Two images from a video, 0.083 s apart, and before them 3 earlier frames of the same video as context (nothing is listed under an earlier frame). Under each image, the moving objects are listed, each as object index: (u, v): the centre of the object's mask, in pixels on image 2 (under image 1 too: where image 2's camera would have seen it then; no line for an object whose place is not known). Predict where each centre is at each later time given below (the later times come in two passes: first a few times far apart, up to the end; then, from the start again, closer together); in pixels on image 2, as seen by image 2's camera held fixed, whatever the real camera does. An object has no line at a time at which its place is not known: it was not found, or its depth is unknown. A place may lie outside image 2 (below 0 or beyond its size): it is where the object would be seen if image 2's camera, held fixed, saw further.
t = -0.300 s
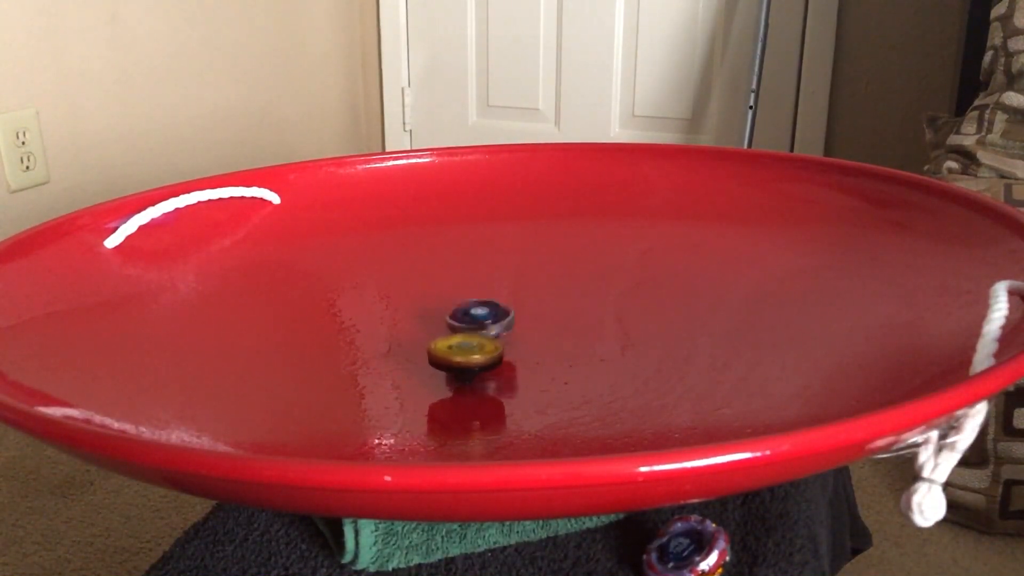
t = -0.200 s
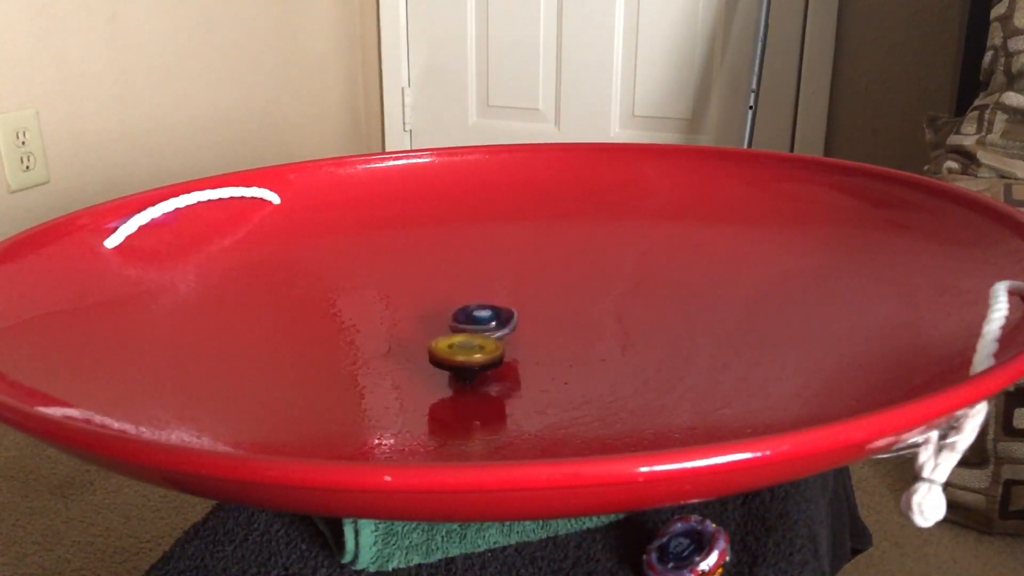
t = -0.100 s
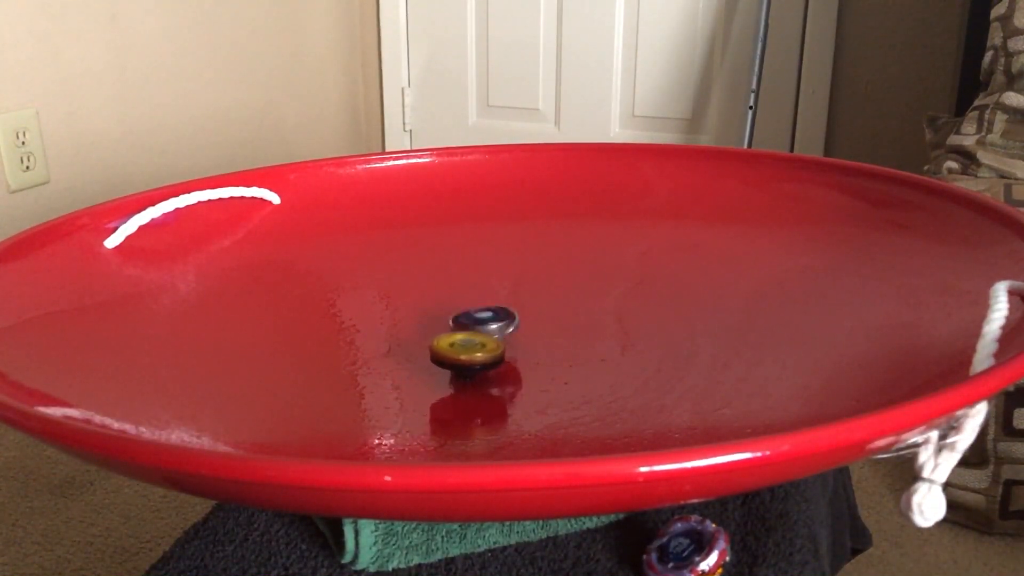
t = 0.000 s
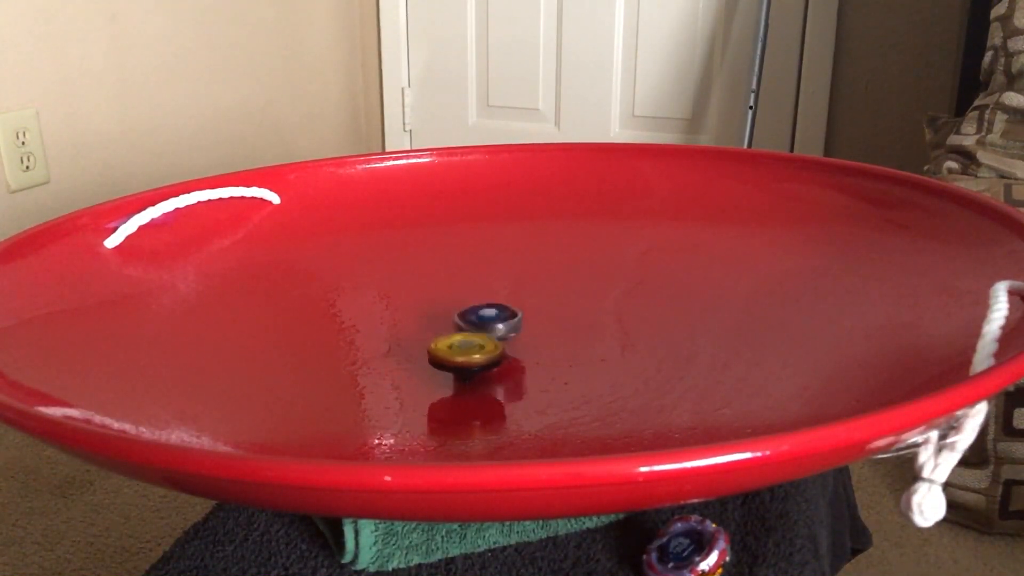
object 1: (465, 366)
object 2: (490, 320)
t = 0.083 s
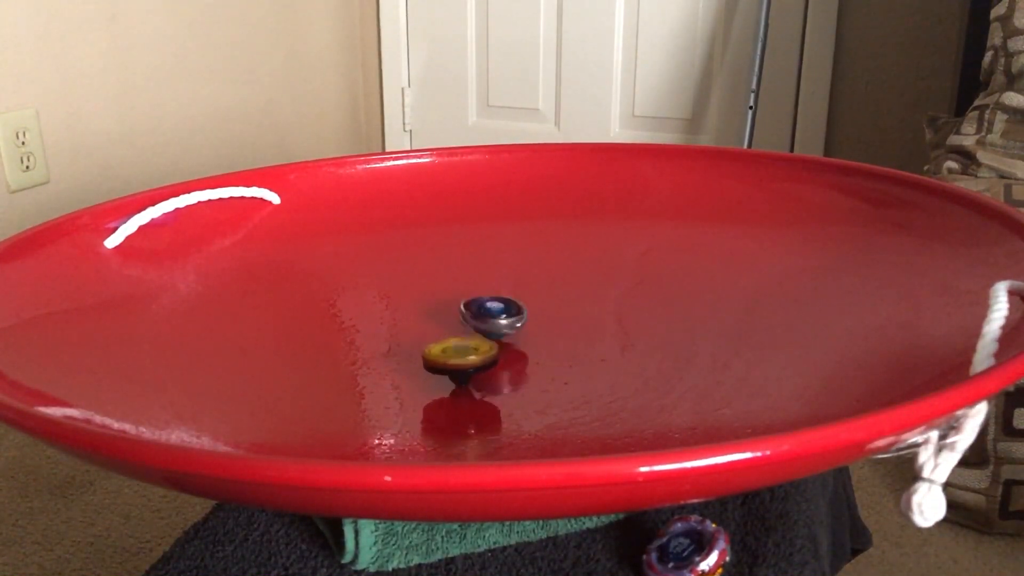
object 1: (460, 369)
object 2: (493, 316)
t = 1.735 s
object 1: (487, 362)
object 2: (454, 322)
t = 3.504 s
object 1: (520, 345)
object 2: (460, 322)
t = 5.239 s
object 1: (529, 329)
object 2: (453, 322)
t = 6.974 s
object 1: (507, 325)
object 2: (452, 328)
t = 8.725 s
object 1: (510, 331)
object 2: (414, 331)
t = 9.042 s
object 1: (498, 330)
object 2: (407, 331)
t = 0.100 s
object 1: (460, 369)
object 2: (493, 315)
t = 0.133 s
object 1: (459, 369)
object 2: (493, 312)
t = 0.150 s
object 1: (459, 369)
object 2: (493, 312)
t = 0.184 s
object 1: (459, 369)
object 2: (493, 309)
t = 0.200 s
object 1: (460, 369)
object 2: (492, 308)
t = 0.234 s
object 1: (459, 369)
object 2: (489, 307)
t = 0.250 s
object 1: (459, 367)
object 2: (488, 306)
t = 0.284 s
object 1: (459, 368)
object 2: (485, 304)
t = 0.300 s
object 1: (459, 367)
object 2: (483, 304)
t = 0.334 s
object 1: (459, 367)
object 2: (478, 302)
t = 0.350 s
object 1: (459, 367)
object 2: (475, 302)
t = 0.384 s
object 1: (458, 366)
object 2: (471, 303)
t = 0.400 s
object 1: (458, 366)
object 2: (468, 302)
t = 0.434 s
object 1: (459, 366)
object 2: (463, 303)
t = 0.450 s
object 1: (459, 366)
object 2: (461, 304)
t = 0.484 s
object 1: (459, 363)
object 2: (457, 305)
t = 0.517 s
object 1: (461, 364)
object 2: (454, 306)
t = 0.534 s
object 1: (462, 364)
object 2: (453, 307)
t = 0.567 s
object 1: (463, 362)
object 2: (451, 308)
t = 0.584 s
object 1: (463, 363)
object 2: (451, 309)
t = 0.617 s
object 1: (463, 362)
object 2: (450, 311)
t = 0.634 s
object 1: (465, 361)
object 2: (451, 311)
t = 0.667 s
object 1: (466, 361)
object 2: (451, 312)
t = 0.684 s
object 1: (468, 360)
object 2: (453, 312)
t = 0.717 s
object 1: (468, 359)
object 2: (454, 313)
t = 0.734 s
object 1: (470, 359)
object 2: (456, 314)
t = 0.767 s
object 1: (472, 360)
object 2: (457, 314)
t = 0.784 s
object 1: (473, 361)
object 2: (460, 313)
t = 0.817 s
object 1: (474, 364)
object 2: (465, 314)
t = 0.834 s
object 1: (478, 365)
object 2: (466, 314)
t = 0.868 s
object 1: (478, 366)
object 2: (471, 315)
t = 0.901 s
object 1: (480, 366)
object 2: (474, 313)
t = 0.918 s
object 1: (481, 366)
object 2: (475, 314)
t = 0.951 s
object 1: (483, 366)
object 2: (478, 314)
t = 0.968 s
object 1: (484, 366)
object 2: (479, 313)
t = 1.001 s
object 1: (486, 367)
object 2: (480, 313)
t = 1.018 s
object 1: (486, 366)
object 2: (480, 313)
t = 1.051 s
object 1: (488, 366)
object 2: (481, 312)
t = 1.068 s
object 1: (489, 367)
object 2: (480, 312)
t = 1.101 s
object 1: (490, 366)
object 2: (479, 312)
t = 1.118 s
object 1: (491, 367)
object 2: (480, 312)
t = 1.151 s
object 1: (492, 367)
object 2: (478, 312)
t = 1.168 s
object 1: (493, 367)
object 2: (478, 312)
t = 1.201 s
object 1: (493, 367)
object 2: (476, 311)
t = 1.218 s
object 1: (493, 368)
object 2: (474, 312)
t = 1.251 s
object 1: (493, 368)
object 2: (473, 312)
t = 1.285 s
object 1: (493, 368)
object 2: (471, 312)
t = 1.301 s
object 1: (493, 369)
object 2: (471, 312)
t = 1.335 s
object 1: (493, 368)
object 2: (467, 313)
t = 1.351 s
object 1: (492, 368)
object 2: (466, 313)
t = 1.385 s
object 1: (491, 368)
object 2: (464, 314)
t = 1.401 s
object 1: (492, 368)
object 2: (463, 315)
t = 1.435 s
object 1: (492, 368)
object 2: (462, 315)
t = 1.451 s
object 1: (491, 367)
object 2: (461, 316)
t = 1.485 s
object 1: (490, 367)
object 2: (459, 317)
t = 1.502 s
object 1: (490, 367)
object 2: (457, 317)
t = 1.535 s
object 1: (490, 366)
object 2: (456, 318)
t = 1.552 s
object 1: (489, 366)
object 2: (456, 318)
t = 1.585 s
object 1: (487, 366)
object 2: (454, 319)
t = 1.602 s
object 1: (487, 365)
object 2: (454, 319)
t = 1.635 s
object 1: (486, 364)
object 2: (453, 321)
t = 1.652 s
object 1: (487, 364)
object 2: (453, 321)
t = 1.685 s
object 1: (487, 363)
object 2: (453, 322)
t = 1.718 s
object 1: (487, 362)
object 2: (454, 322)
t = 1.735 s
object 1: (487, 362)
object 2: (454, 322)
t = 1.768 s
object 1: (487, 362)
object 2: (454, 323)
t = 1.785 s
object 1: (491, 364)
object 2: (455, 322)
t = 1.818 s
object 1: (493, 364)
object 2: (455, 322)
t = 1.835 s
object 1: (493, 364)
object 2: (456, 321)
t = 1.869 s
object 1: (495, 364)
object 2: (455, 321)
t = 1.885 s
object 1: (495, 364)
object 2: (454, 320)
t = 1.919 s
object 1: (496, 364)
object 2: (451, 320)
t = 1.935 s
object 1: (497, 363)
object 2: (452, 320)
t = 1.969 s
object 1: (500, 363)
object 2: (449, 321)
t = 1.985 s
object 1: (501, 362)
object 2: (448, 320)
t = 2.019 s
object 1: (503, 362)
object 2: (447, 320)
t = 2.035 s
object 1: (504, 361)
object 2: (445, 320)
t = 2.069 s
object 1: (504, 360)
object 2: (445, 321)
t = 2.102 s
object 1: (505, 360)
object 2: (443, 322)
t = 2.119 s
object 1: (506, 360)
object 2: (443, 321)
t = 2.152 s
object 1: (508, 359)
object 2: (442, 322)
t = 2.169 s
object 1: (508, 359)
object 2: (441, 323)
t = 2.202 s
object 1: (510, 358)
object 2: (441, 323)
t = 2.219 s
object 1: (511, 358)
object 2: (440, 323)
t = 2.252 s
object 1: (512, 357)
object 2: (441, 325)
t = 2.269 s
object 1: (513, 356)
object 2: (441, 325)
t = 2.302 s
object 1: (514, 356)
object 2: (442, 326)
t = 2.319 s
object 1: (515, 355)
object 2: (444, 327)
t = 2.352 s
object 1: (517, 355)
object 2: (445, 327)
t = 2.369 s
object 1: (517, 355)
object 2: (447, 327)
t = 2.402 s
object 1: (517, 355)
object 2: (449, 328)
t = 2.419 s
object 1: (518, 354)
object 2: (451, 329)
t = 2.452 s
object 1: (520, 353)
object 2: (453, 328)
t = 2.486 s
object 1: (521, 353)
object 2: (456, 328)
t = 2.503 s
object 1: (521, 352)
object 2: (456, 328)
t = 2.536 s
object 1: (523, 352)
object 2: (457, 328)
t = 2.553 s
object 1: (523, 352)
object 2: (458, 327)
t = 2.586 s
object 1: (523, 351)
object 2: (460, 327)
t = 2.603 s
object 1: (524, 352)
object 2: (461, 327)
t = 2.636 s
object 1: (525, 351)
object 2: (462, 328)
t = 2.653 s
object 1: (529, 352)
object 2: (462, 327)
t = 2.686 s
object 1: (533, 353)
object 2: (460, 326)
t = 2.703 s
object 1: (534, 353)
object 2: (460, 325)
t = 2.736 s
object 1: (535, 354)
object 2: (460, 324)
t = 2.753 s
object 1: (536, 353)
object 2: (460, 324)
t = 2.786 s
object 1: (537, 353)
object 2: (461, 323)
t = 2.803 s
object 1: (538, 353)
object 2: (461, 322)
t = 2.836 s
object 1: (539, 353)
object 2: (462, 321)
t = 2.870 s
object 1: (540, 352)
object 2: (463, 321)
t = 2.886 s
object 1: (539, 352)
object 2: (463, 321)
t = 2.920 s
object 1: (540, 352)
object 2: (463, 323)
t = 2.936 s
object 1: (539, 352)
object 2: (462, 323)
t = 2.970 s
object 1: (539, 351)
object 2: (461, 323)
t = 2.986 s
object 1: (539, 352)
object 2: (461, 323)
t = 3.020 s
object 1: (538, 351)
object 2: (461, 324)
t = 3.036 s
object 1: (538, 351)
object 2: (461, 325)
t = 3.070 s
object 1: (537, 351)
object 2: (461, 325)
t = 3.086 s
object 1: (536, 351)
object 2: (461, 326)
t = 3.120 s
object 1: (534, 351)
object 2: (459, 327)
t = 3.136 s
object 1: (533, 351)
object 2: (459, 327)
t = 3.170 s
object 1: (532, 350)
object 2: (458, 326)
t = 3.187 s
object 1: (531, 350)
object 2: (456, 326)
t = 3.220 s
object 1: (529, 349)
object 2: (457, 326)
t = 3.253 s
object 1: (527, 349)
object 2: (454, 326)
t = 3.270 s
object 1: (526, 349)
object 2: (454, 327)
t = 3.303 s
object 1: (525, 348)
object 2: (454, 326)
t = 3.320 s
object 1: (524, 348)
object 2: (454, 326)
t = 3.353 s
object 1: (523, 347)
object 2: (454, 325)
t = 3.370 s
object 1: (523, 347)
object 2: (454, 324)
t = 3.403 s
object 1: (520, 346)
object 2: (455, 324)
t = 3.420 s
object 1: (520, 346)
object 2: (456, 324)
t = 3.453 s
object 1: (520, 346)
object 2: (458, 323)
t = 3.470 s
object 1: (519, 345)
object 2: (459, 322)
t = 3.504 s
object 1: (520, 345)
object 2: (460, 322)
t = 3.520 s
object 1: (520, 344)
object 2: (460, 322)
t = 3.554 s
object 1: (520, 344)
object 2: (461, 322)
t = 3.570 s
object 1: (520, 344)
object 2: (462, 322)
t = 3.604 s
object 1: (523, 344)
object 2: (463, 321)
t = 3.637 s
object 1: (524, 345)
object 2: (464, 320)
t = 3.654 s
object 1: (525, 344)
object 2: (465, 320)
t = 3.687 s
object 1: (526, 344)
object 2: (467, 319)
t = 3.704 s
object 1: (526, 344)
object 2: (467, 319)
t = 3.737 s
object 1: (528, 343)
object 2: (469, 320)
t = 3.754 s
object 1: (528, 343)
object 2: (469, 320)
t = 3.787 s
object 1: (530, 343)
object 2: (469, 321)
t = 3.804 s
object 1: (531, 342)
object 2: (468, 321)
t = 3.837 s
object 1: (533, 342)
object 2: (465, 324)
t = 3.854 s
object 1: (533, 342)
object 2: (465, 323)
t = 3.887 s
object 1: (535, 341)
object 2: (462, 324)
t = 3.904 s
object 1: (536, 341)
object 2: (461, 324)
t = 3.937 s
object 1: (537, 341)
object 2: (459, 325)
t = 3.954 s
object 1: (538, 341)
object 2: (459, 325)
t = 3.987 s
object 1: (538, 340)
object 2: (457, 325)
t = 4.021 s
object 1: (539, 340)
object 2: (453, 326)
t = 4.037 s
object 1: (539, 341)
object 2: (453, 327)
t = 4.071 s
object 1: (539, 340)
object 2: (453, 327)
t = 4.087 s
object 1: (539, 340)
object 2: (454, 326)
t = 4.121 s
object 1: (538, 340)
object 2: (456, 324)
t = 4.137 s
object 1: (539, 339)
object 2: (458, 323)
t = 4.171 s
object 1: (539, 339)
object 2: (458, 322)
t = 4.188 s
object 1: (538, 340)
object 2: (459, 323)
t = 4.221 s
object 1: (538, 339)
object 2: (459, 323)
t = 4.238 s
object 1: (538, 340)
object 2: (460, 323)
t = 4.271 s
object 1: (536, 339)
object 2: (462, 323)
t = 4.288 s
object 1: (536, 339)
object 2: (463, 324)
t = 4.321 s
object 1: (534, 338)
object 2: (464, 323)
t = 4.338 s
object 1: (533, 338)
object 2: (464, 323)
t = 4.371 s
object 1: (532, 338)
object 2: (464, 323)
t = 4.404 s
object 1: (530, 338)
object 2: (463, 325)
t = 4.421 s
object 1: (529, 337)
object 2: (462, 327)
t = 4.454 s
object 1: (527, 337)
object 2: (460, 328)
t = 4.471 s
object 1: (527, 337)
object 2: (459, 326)
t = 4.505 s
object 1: (530, 337)
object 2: (455, 325)
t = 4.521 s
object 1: (529, 337)
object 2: (453, 326)
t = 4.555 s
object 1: (529, 337)
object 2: (449, 326)
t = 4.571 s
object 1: (528, 337)
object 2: (447, 327)
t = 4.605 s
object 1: (526, 336)
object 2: (447, 328)
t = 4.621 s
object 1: (526, 337)
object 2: (447, 328)
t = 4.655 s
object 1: (525, 335)
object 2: (447, 327)
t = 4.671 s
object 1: (524, 335)
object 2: (448, 327)
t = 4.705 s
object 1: (523, 335)
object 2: (450, 326)
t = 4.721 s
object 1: (522, 334)
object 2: (451, 326)
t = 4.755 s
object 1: (522, 334)
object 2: (452, 326)
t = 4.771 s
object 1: (522, 334)
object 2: (452, 325)
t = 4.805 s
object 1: (523, 334)
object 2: (449, 325)
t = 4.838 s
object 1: (525, 334)
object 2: (449, 323)
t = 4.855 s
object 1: (524, 333)
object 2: (449, 324)
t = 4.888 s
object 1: (526, 333)
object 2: (448, 324)
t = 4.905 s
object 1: (526, 333)
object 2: (447, 324)
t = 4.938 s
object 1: (527, 331)
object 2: (447, 324)
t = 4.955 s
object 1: (528, 331)
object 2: (447, 324)
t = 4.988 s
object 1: (527, 331)
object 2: (448, 324)
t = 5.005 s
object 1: (528, 331)
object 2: (448, 325)
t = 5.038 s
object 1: (528, 331)
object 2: (449, 325)
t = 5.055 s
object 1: (528, 330)
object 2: (449, 326)
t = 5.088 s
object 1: (529, 330)
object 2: (448, 326)
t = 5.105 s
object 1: (529, 330)
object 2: (448, 326)
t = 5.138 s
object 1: (529, 329)
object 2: (449, 325)
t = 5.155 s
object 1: (529, 329)
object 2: (449, 324)
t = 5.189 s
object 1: (529, 329)
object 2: (450, 323)
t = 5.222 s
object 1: (529, 328)
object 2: (452, 322)
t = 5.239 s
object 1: (529, 329)
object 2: (453, 322)
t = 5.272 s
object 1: (529, 328)
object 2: (455, 323)
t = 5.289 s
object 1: (529, 328)
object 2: (456, 324)
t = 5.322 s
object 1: (529, 327)
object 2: (455, 326)
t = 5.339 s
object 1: (529, 327)
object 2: (455, 326)
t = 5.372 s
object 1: (528, 328)
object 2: (457, 326)
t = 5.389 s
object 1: (528, 328)
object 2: (457, 326)
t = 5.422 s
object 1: (528, 327)
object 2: (458, 326)
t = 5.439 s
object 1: (527, 327)
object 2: (458, 326)
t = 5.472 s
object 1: (526, 327)
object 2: (458, 326)
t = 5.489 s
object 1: (526, 327)
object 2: (458, 325)
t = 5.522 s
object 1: (525, 326)
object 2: (458, 325)
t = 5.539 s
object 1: (524, 325)
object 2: (459, 325)
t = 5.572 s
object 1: (524, 325)
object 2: (459, 325)
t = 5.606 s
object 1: (521, 326)
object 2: (459, 324)
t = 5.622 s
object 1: (521, 324)
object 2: (459, 324)
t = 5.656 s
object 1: (520, 325)
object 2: (459, 324)
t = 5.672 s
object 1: (518, 325)
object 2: (459, 324)
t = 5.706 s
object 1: (518, 325)
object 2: (459, 324)
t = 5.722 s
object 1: (517, 325)
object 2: (459, 325)
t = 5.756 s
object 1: (516, 324)
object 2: (459, 325)
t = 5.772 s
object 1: (515, 324)
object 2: (458, 325)
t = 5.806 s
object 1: (513, 324)
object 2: (458, 325)
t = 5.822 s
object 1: (513, 324)
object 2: (457, 326)
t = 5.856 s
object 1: (512, 324)
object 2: (456, 326)
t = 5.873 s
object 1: (512, 324)
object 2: (456, 326)
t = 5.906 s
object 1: (511, 323)
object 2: (456, 326)
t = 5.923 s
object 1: (511, 324)
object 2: (456, 326)
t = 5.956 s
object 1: (511, 323)
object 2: (456, 326)
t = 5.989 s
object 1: (510, 323)
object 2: (456, 327)
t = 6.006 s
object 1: (510, 323)
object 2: (456, 327)
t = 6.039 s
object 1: (510, 322)
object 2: (456, 327)
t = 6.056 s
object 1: (510, 323)
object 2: (456, 327)
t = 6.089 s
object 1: (509, 322)
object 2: (456, 327)
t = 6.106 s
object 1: (508, 322)
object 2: (456, 327)
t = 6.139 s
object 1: (509, 323)
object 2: (456, 327)
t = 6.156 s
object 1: (509, 322)
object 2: (455, 327)
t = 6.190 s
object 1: (509, 323)
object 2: (455, 327)
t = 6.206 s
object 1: (508, 323)
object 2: (455, 327)
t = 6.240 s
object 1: (508, 322)
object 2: (455, 326)
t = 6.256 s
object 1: (509, 322)
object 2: (455, 326)
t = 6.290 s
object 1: (508, 322)
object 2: (455, 327)
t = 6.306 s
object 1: (508, 322)
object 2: (455, 327)
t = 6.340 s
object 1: (508, 322)
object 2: (455, 327)
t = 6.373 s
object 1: (507, 322)
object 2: (455, 327)
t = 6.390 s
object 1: (507, 322)
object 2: (455, 327)
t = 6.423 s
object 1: (508, 323)
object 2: (454, 327)
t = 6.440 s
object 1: (508, 323)
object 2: (453, 327)
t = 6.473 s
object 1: (509, 323)
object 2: (452, 327)
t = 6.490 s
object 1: (509, 323)
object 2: (452, 327)
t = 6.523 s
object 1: (509, 323)
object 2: (452, 327)
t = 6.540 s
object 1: (509, 323)
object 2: (452, 328)
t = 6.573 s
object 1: (508, 323)
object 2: (452, 328)
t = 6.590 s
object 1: (509, 323)
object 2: (453, 329)
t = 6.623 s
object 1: (509, 323)
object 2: (454, 329)
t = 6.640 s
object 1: (508, 323)
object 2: (454, 329)
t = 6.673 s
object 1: (508, 323)
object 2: (454, 329)
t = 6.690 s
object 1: (507, 323)
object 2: (454, 329)
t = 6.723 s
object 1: (507, 323)
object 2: (454, 329)
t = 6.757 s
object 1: (507, 324)
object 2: (454, 329)
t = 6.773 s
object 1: (507, 324)
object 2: (453, 329)
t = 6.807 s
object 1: (506, 324)
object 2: (453, 329)
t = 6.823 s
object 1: (507, 325)
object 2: (452, 328)
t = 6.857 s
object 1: (506, 324)
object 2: (452, 328)
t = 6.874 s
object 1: (507, 324)
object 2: (452, 328)
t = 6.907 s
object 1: (507, 325)
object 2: (452, 328)
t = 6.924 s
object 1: (506, 325)
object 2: (452, 328)
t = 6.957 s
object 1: (507, 324)
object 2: (452, 328)
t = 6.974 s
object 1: (507, 325)
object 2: (452, 328)
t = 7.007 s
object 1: (506, 324)
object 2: (452, 328)
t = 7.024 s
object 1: (505, 324)
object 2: (452, 328)
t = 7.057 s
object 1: (506, 324)
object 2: (452, 328)
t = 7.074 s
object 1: (505, 323)
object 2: (452, 328)
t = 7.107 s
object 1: (506, 323)
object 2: (452, 328)
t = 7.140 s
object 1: (505, 323)
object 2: (452, 328)
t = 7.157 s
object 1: (505, 323)
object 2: (452, 328)
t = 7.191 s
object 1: (504, 323)
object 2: (452, 328)
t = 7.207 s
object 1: (504, 323)
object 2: (452, 328)
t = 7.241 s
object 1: (502, 323)
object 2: (451, 328)
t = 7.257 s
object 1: (502, 323)
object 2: (452, 328)
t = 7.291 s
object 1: (501, 323)
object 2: (451, 328)
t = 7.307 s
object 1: (500, 323)
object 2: (451, 328)
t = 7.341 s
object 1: (500, 324)
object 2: (451, 328)
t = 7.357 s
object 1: (499, 324)
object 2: (451, 328)
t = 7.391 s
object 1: (498, 324)
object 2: (450, 329)
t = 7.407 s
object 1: (498, 324)
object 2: (450, 329)
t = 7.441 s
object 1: (498, 324)
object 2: (450, 329)
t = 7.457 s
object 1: (498, 324)
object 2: (450, 329)
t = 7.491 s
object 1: (498, 324)
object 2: (450, 329)
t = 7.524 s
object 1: (498, 323)
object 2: (450, 329)
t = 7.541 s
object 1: (498, 323)
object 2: (450, 329)
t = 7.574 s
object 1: (498, 324)
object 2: (450, 329)
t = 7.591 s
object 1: (498, 323)
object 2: (450, 329)
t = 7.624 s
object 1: (498, 323)
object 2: (450, 329)
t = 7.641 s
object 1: (499, 323)
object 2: (450, 329)
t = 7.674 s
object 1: (498, 323)
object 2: (450, 328)
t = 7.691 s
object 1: (499, 323)
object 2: (450, 329)
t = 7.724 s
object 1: (498, 324)
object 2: (450, 329)
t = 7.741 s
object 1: (498, 323)
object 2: (450, 329)
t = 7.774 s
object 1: (498, 324)
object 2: (449, 329)
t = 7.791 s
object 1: (498, 324)
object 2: (449, 329)
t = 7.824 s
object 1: (498, 324)
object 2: (449, 328)
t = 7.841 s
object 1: (498, 324)
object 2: (449, 328)
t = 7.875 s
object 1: (499, 324)
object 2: (449, 328)
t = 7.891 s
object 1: (499, 324)
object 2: (449, 328)
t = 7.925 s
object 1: (501, 325)
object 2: (449, 328)
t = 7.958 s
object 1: (502, 325)
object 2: (447, 328)
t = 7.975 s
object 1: (503, 326)
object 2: (447, 328)
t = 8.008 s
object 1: (504, 326)
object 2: (447, 329)
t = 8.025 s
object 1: (504, 326)
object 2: (447, 329)
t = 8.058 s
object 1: (505, 326)
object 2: (447, 329)
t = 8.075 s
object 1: (506, 326)
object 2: (447, 329)
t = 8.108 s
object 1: (506, 325)
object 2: (447, 329)
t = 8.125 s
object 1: (506, 326)
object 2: (447, 329)
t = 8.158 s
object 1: (507, 326)
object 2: (447, 329)
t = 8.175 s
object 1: (507, 326)
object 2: (447, 329)
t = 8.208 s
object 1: (506, 325)
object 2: (447, 329)
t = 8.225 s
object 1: (507, 325)
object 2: (447, 329)
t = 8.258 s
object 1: (506, 327)
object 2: (447, 329)
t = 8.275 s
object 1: (506, 326)
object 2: (447, 329)
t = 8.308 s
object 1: (507, 328)
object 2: (444, 328)
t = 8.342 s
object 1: (508, 329)
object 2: (441, 328)
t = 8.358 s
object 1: (509, 329)
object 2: (441, 328)
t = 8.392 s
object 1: (509, 329)
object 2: (440, 328)
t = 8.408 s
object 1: (509, 329)
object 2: (439, 328)
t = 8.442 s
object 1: (508, 329)
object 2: (438, 329)
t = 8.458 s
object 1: (508, 330)
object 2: (437, 329)
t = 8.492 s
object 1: (507, 328)
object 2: (436, 329)
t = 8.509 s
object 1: (507, 329)
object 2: (436, 329)
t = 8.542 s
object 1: (506, 330)
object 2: (436, 329)
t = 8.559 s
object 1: (508, 330)
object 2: (433, 329)
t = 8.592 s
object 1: (511, 331)
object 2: (427, 329)
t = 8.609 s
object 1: (511, 332)
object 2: (425, 329)
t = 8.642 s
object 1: (511, 331)
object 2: (422, 330)
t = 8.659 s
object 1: (511, 331)
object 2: (420, 330)
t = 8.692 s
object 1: (511, 331)
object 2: (417, 331)
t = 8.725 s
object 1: (510, 331)
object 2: (414, 331)
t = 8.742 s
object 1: (510, 331)
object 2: (413, 331)
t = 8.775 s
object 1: (510, 332)
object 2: (412, 330)
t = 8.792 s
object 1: (508, 331)
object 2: (412, 330)
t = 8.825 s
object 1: (508, 331)
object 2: (410, 330)
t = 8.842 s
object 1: (507, 332)
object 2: (409, 331)
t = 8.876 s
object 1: (506, 331)
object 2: (408, 331)
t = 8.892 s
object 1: (505, 331)
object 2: (408, 331)
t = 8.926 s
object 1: (504, 331)
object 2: (407, 331)
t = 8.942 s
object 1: (502, 331)
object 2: (406, 331)
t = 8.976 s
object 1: (501, 331)
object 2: (407, 331)
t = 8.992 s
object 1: (501, 330)
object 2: (407, 331)
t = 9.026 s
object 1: (498, 331)
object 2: (407, 331)
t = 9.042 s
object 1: (498, 330)
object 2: (407, 331)
